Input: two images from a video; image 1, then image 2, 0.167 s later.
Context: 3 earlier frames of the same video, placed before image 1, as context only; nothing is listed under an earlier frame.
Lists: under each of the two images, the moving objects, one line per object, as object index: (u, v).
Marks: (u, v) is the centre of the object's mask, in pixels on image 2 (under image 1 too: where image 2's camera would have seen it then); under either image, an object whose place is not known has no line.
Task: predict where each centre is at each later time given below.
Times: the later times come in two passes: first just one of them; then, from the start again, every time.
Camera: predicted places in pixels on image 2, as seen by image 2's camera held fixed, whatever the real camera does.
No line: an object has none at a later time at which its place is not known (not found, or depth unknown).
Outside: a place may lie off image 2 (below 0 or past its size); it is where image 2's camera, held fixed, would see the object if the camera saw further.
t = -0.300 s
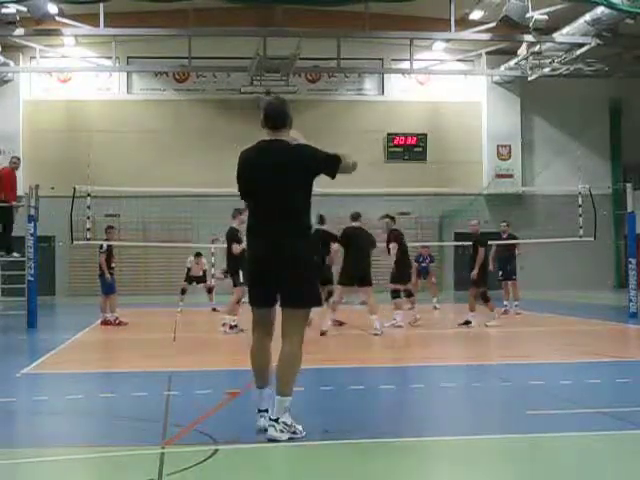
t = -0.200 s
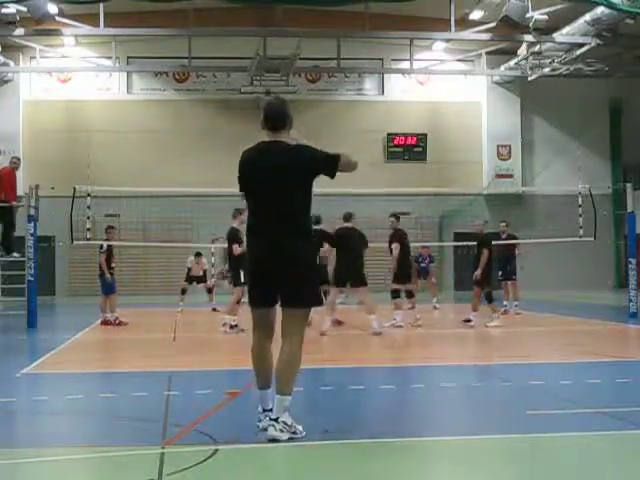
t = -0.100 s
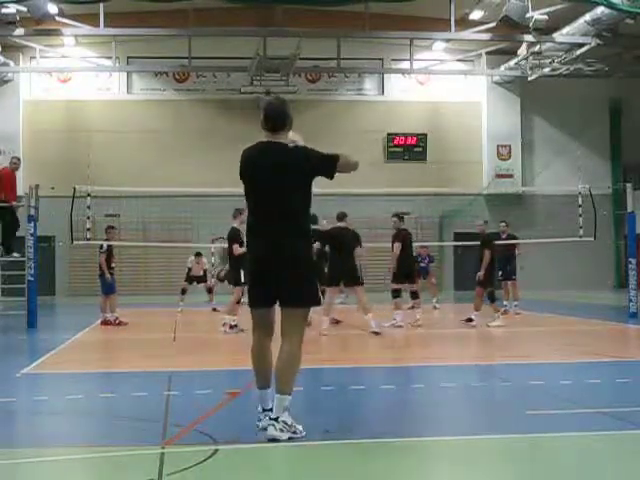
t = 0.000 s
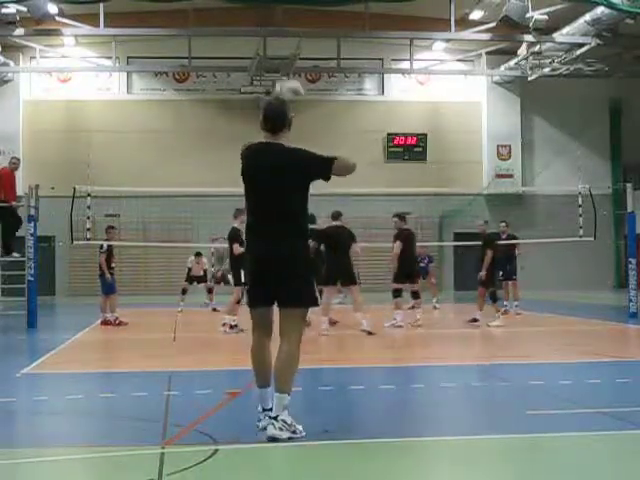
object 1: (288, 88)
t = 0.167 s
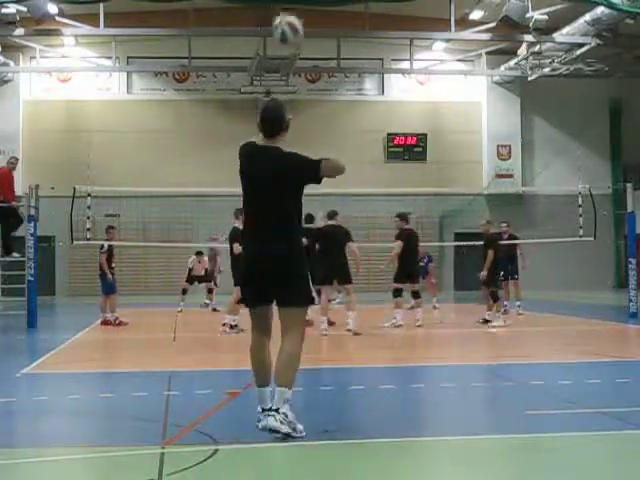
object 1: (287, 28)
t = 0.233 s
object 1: (287, 13)
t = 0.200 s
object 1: (287, 19)
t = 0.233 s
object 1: (287, 13)
